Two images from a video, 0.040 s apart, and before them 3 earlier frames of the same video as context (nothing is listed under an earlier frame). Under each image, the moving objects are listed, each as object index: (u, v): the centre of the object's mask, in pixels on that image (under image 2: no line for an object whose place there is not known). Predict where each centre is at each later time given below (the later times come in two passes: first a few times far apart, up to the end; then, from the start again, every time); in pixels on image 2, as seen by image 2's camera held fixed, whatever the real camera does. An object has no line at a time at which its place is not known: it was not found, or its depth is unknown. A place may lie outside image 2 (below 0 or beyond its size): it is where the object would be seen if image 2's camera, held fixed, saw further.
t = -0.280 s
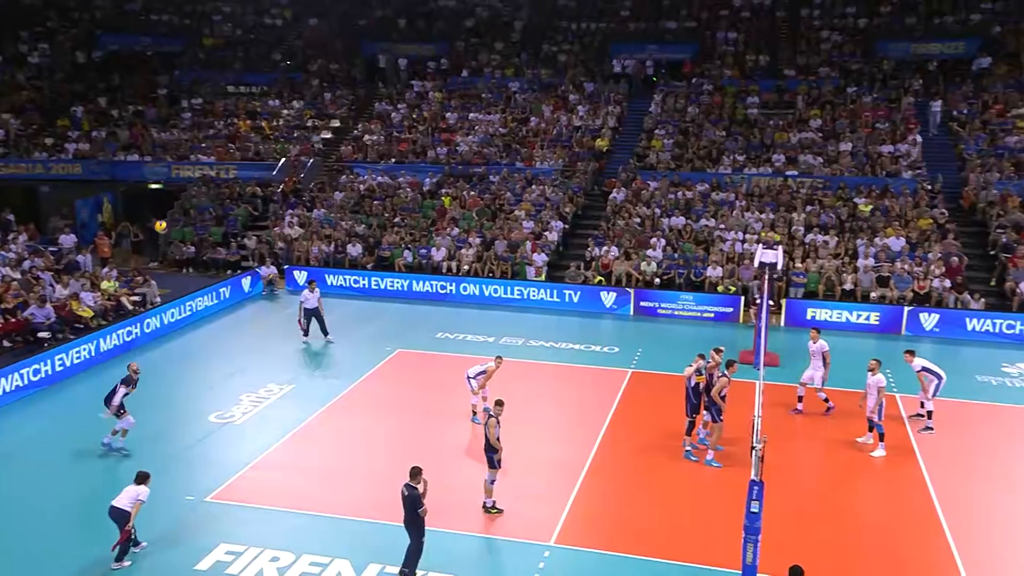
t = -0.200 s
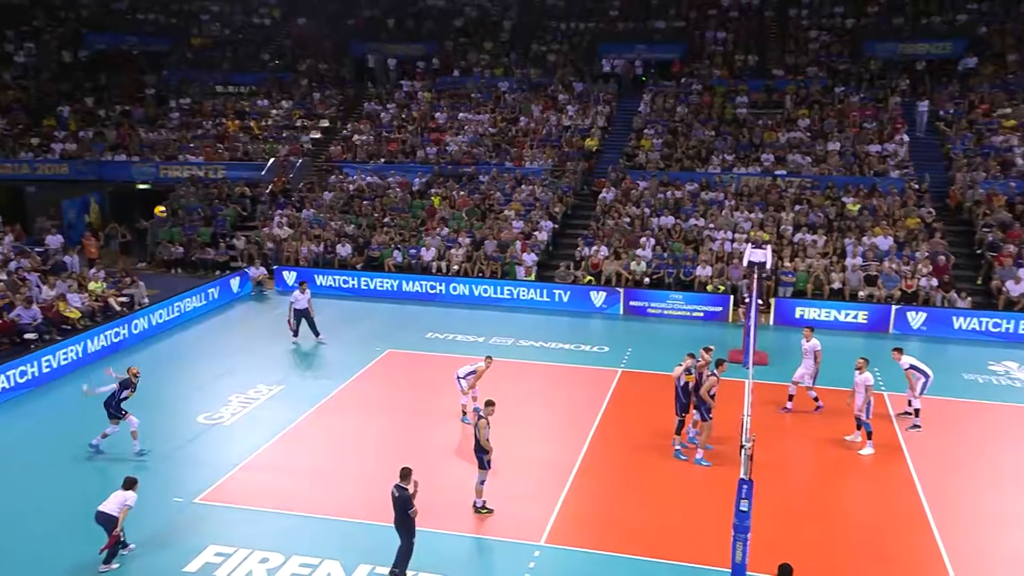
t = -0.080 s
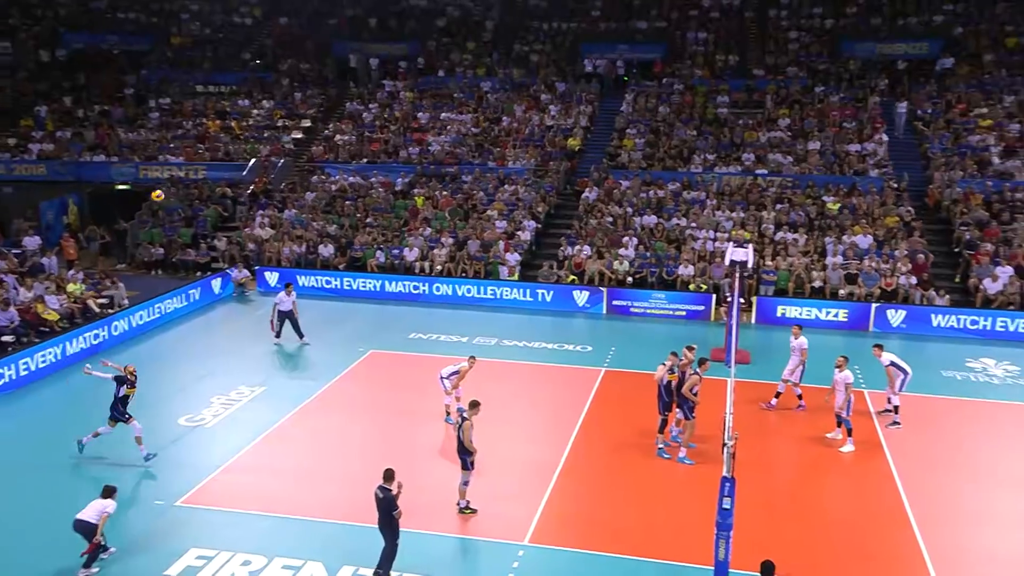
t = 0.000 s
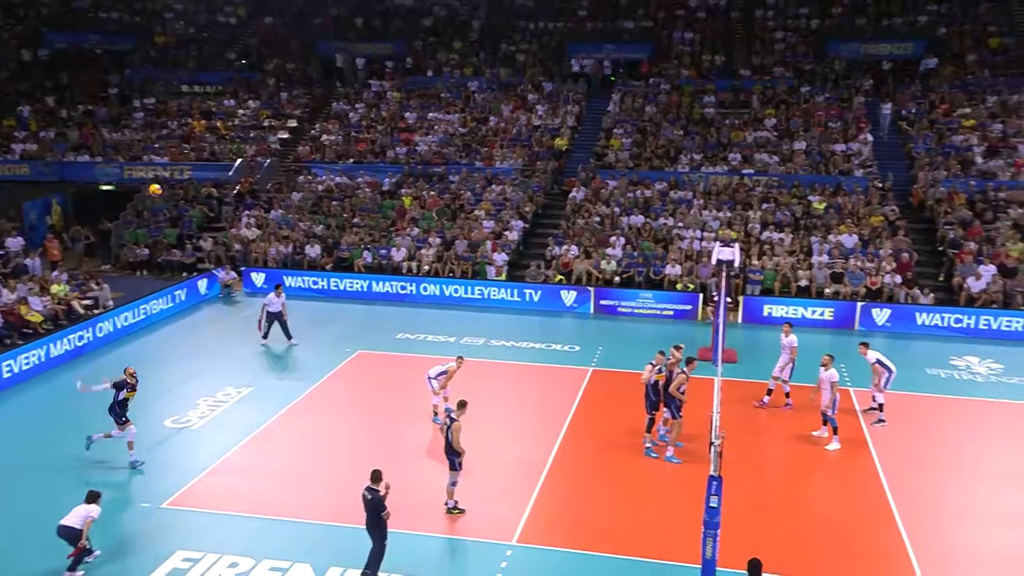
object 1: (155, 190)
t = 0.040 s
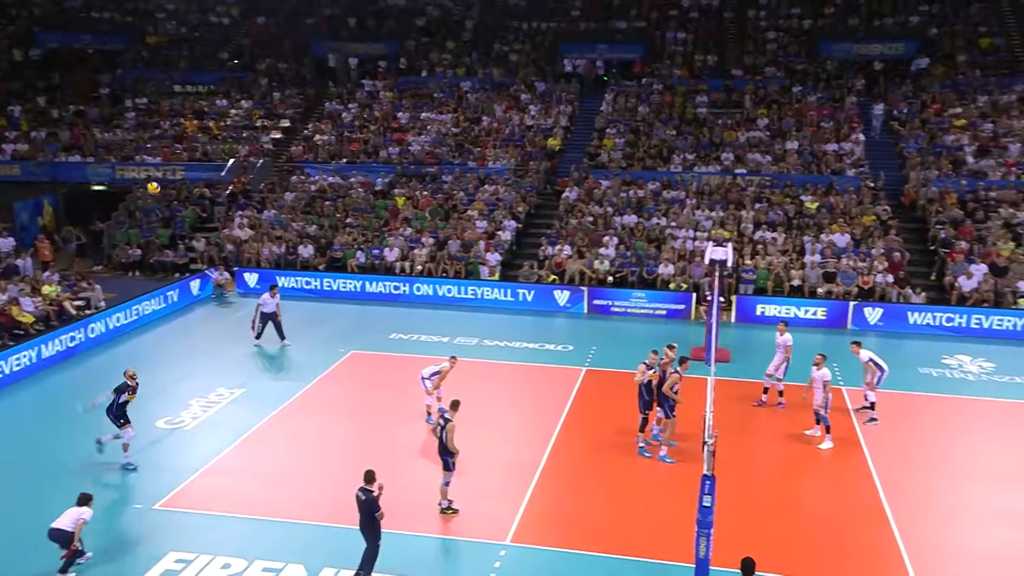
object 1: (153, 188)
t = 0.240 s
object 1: (183, 191)
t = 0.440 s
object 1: (215, 216)
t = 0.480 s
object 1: (221, 223)
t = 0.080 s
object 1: (159, 187)
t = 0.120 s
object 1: (165, 187)
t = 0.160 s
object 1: (171, 187)
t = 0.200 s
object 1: (177, 189)
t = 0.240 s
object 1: (183, 191)
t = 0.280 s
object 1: (189, 194)
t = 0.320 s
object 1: (196, 198)
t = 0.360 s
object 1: (202, 204)
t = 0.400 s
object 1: (208, 209)
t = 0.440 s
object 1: (215, 216)
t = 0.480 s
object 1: (221, 223)
